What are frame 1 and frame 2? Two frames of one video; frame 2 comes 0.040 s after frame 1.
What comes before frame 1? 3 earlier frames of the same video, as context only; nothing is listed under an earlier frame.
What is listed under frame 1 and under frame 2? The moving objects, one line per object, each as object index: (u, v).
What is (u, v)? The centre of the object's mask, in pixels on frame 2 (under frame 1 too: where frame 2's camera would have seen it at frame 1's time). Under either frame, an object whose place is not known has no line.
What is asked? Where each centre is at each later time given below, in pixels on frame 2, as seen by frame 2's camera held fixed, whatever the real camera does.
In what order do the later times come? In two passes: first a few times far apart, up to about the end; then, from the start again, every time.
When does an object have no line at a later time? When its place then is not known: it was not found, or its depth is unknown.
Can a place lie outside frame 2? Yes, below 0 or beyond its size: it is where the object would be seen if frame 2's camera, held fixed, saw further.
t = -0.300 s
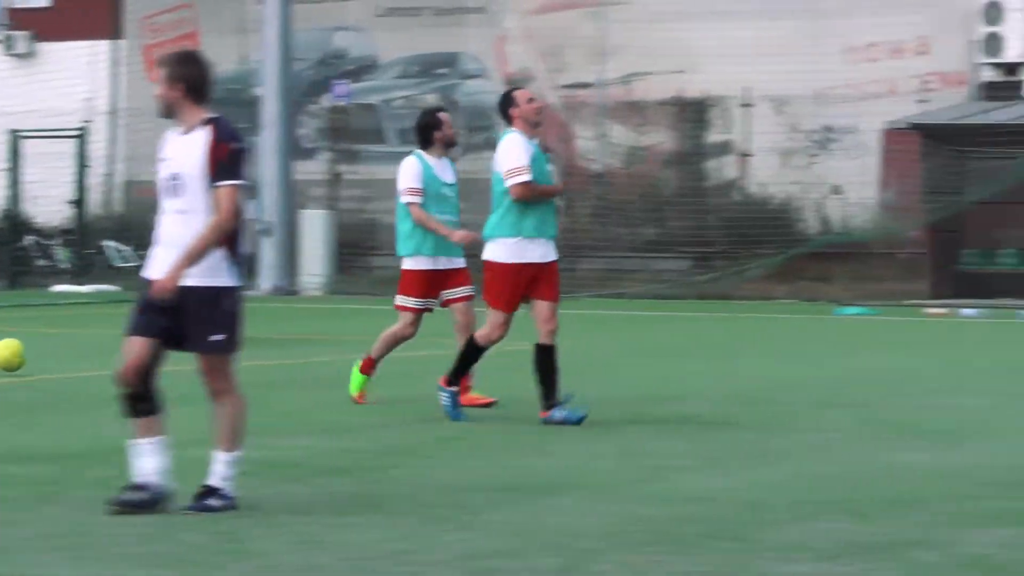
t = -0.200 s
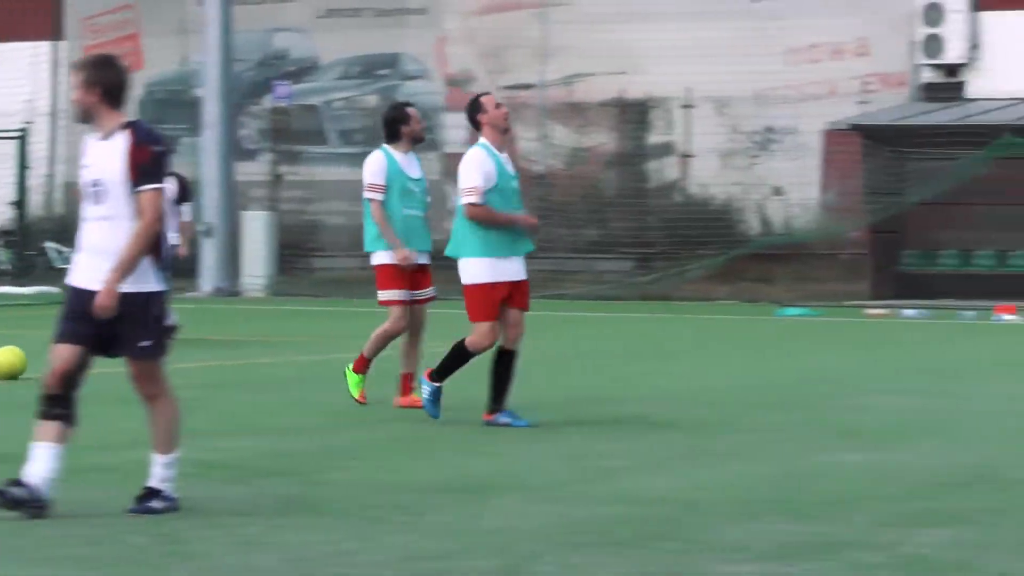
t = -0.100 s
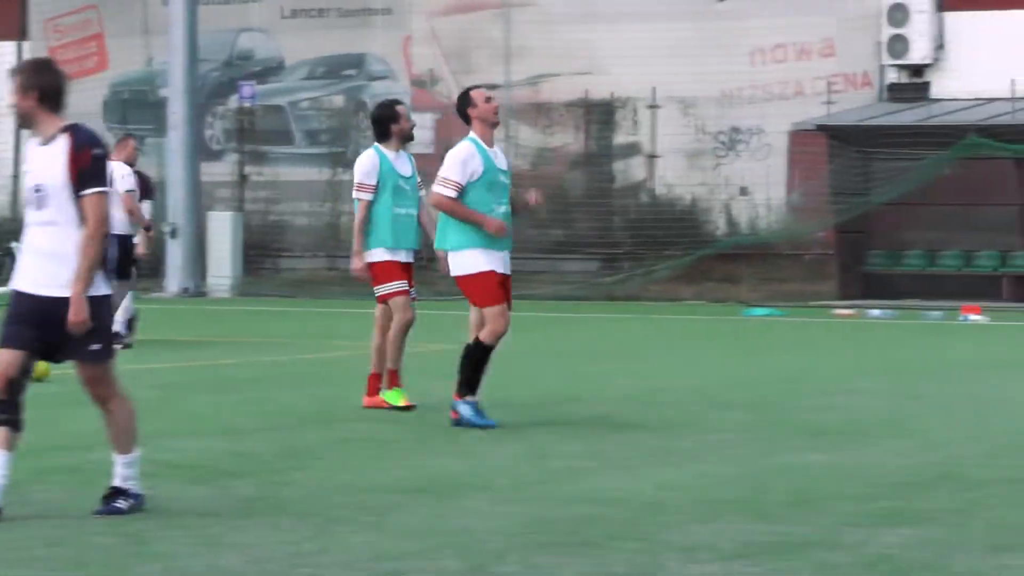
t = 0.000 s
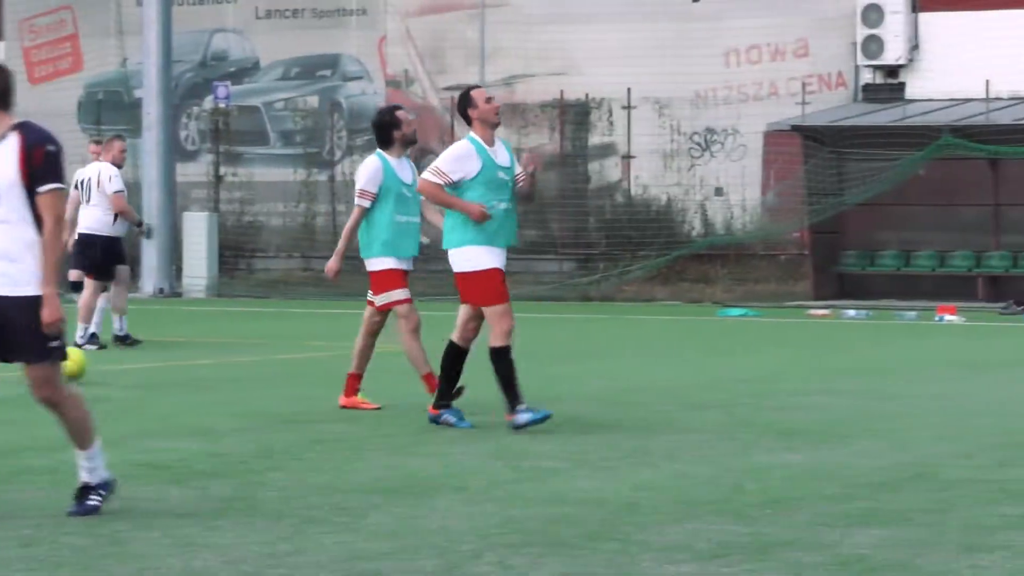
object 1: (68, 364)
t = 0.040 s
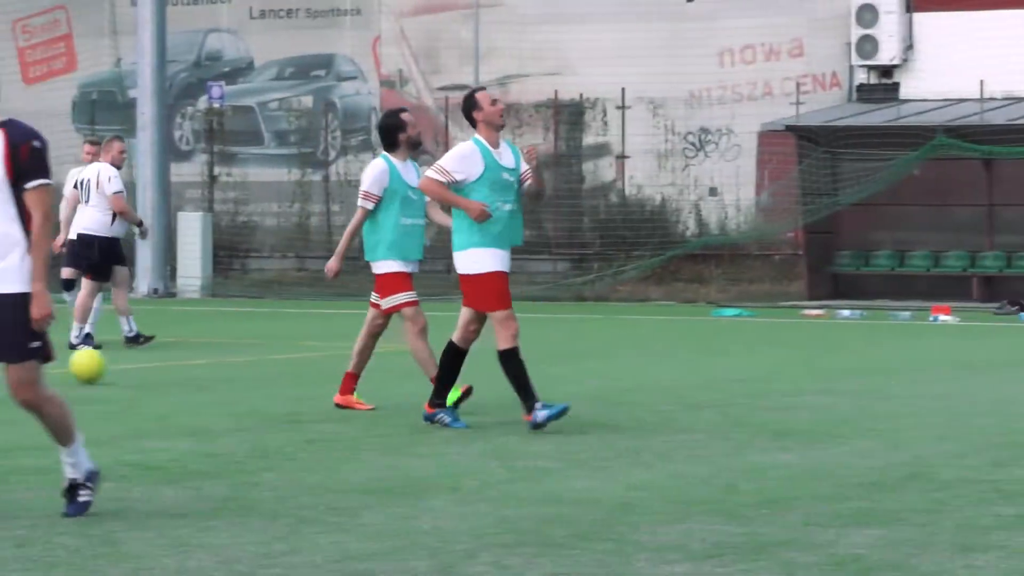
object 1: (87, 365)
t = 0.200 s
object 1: (182, 369)
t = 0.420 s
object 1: (314, 371)
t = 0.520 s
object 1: (369, 373)
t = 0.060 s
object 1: (100, 367)
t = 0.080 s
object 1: (111, 368)
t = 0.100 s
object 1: (122, 367)
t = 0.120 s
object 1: (133, 366)
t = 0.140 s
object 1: (146, 366)
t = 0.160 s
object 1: (158, 366)
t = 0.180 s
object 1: (170, 368)
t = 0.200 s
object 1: (182, 369)
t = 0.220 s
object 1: (195, 369)
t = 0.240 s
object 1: (207, 369)
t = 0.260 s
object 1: (219, 369)
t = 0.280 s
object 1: (230, 370)
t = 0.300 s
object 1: (243, 370)
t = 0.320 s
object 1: (255, 370)
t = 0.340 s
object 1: (267, 370)
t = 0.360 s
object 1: (279, 370)
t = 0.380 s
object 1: (291, 370)
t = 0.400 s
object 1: (303, 371)
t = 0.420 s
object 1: (314, 371)
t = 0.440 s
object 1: (326, 372)
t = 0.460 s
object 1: (337, 372)
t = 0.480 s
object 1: (348, 372)
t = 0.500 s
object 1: (359, 372)
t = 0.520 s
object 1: (369, 373)
